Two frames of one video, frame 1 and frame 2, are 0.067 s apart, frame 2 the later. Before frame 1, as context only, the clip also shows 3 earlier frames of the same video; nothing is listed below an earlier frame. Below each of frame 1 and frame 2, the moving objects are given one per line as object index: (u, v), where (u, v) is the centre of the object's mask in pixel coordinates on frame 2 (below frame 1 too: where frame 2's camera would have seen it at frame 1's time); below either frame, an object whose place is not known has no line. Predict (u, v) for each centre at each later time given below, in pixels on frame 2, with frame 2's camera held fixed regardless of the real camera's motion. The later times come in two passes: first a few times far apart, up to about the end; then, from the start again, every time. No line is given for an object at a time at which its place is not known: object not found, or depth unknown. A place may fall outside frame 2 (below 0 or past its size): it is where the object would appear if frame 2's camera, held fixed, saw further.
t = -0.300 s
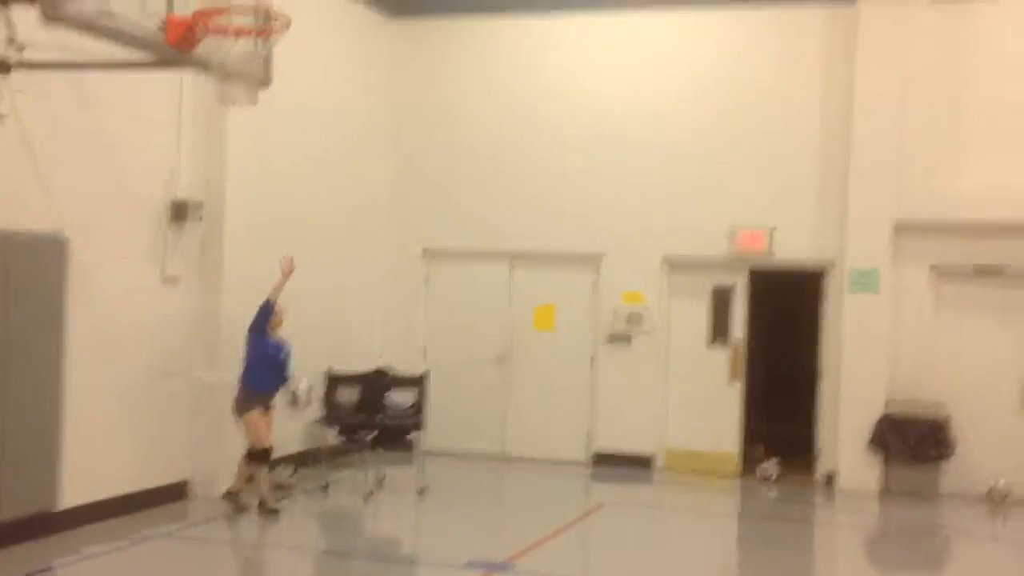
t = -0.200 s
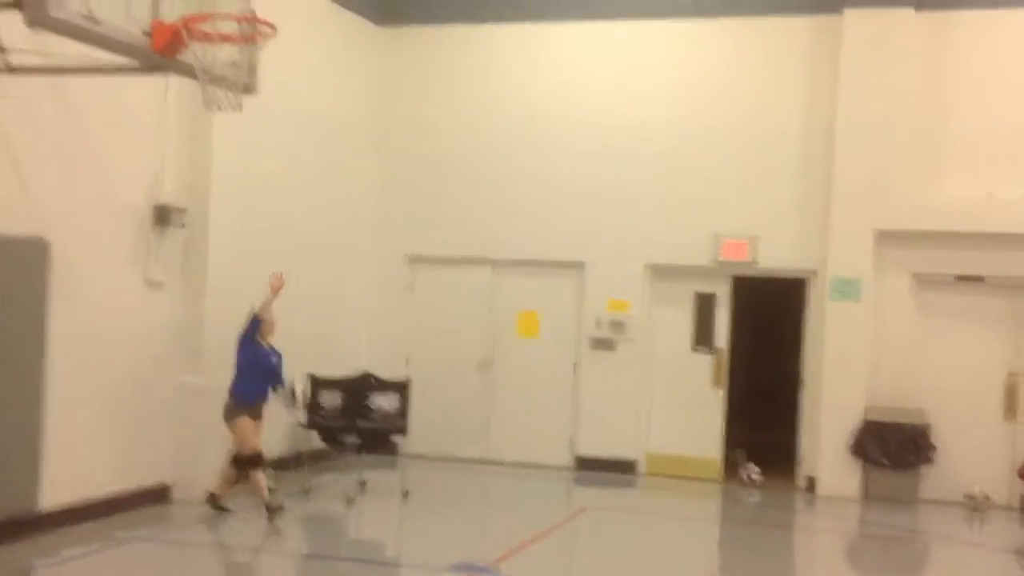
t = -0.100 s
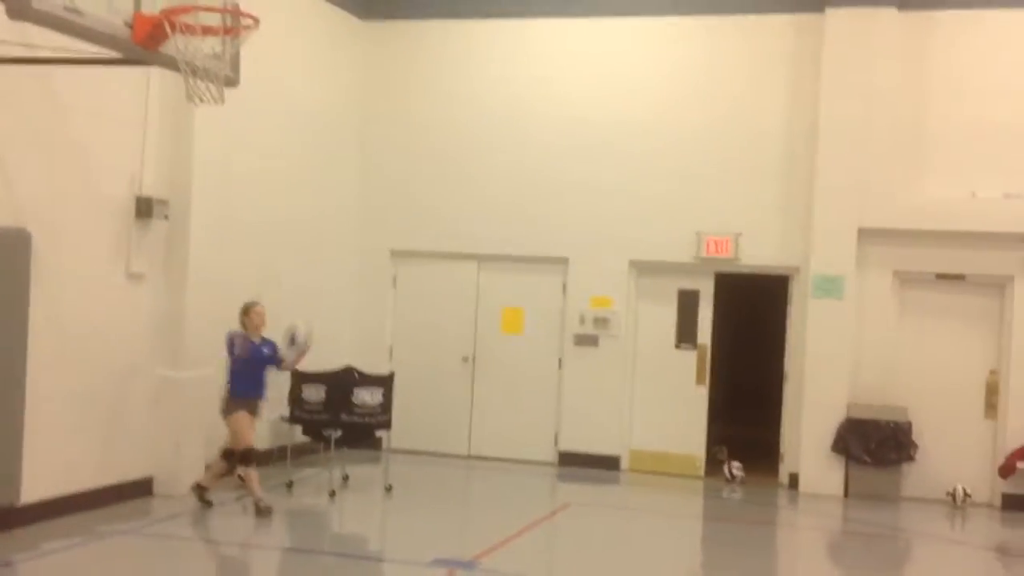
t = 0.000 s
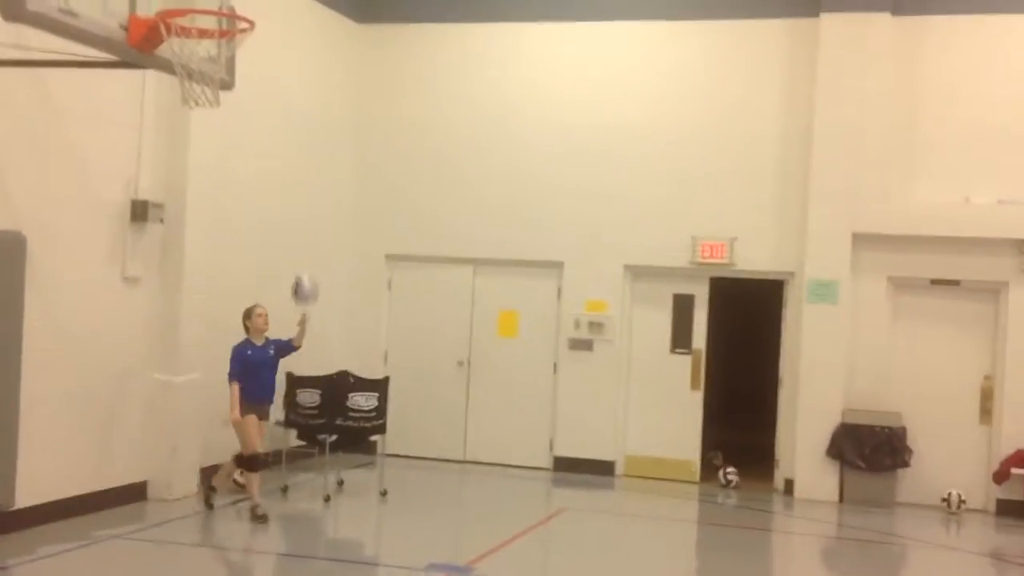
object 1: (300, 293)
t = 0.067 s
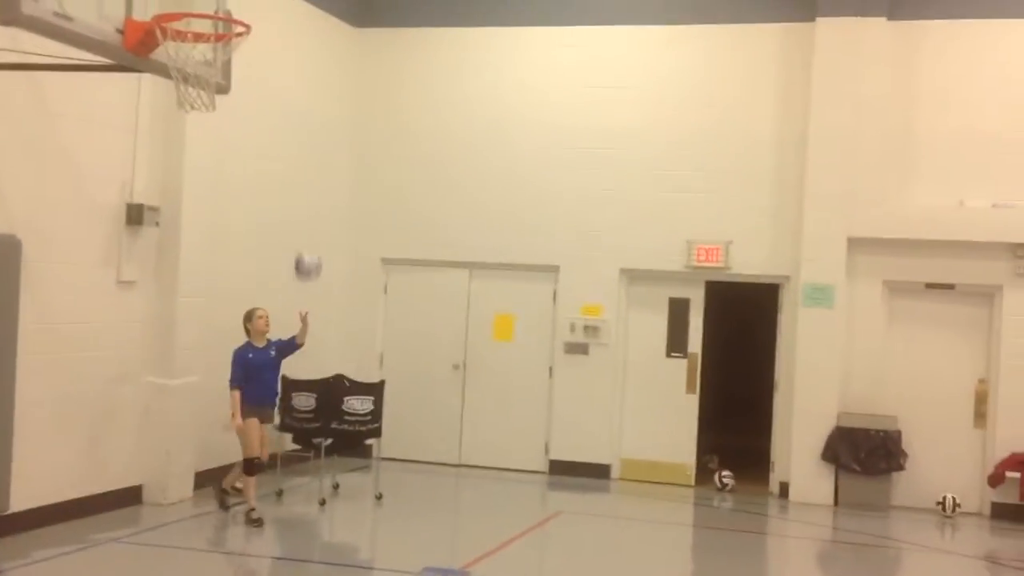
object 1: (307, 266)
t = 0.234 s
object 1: (323, 224)
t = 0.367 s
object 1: (334, 215)
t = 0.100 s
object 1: (311, 254)
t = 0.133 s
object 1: (314, 243)
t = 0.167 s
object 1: (316, 235)
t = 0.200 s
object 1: (320, 229)
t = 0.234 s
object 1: (323, 224)
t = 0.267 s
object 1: (325, 219)
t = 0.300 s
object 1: (329, 216)
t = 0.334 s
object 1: (331, 214)
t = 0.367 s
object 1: (334, 215)
